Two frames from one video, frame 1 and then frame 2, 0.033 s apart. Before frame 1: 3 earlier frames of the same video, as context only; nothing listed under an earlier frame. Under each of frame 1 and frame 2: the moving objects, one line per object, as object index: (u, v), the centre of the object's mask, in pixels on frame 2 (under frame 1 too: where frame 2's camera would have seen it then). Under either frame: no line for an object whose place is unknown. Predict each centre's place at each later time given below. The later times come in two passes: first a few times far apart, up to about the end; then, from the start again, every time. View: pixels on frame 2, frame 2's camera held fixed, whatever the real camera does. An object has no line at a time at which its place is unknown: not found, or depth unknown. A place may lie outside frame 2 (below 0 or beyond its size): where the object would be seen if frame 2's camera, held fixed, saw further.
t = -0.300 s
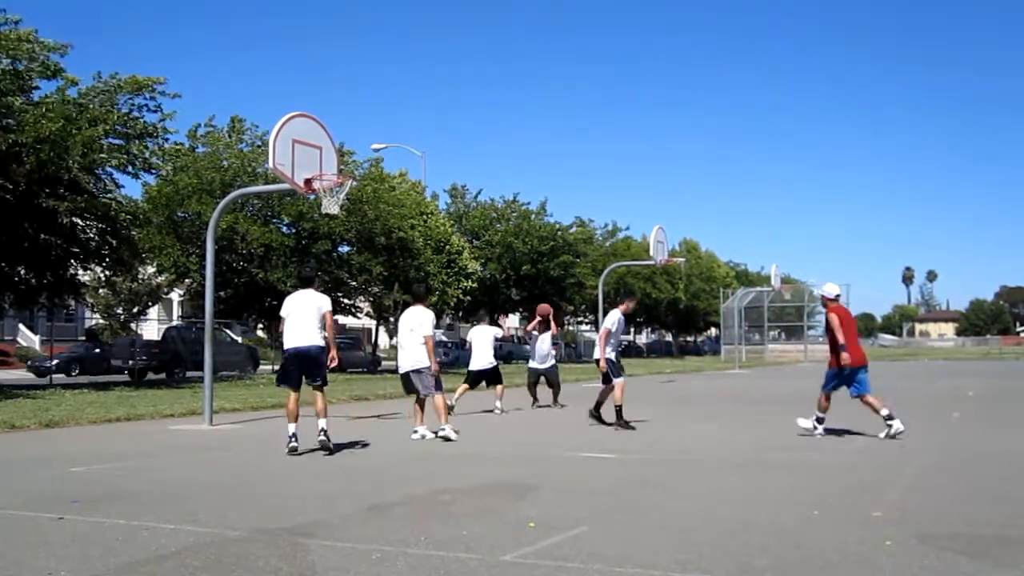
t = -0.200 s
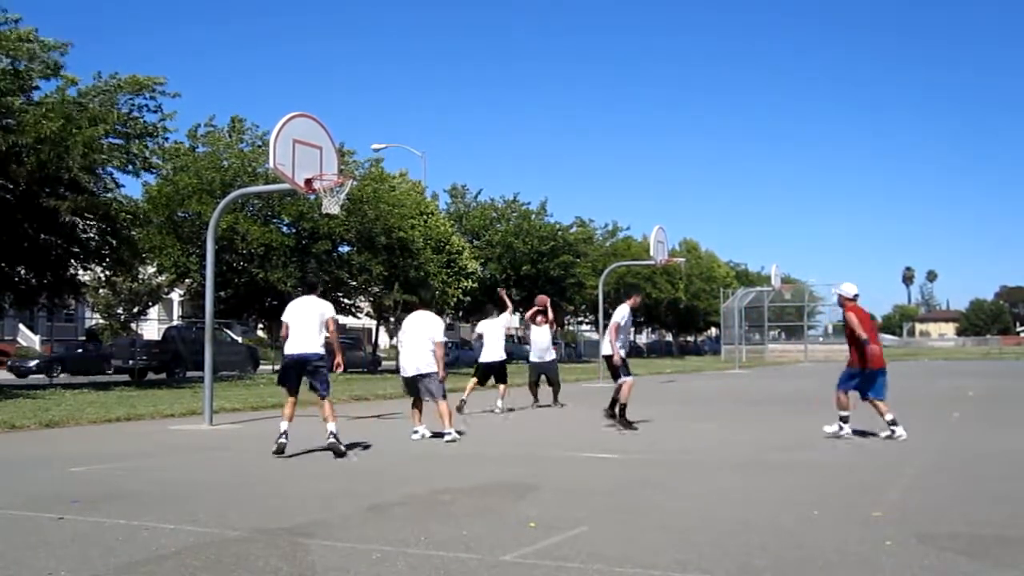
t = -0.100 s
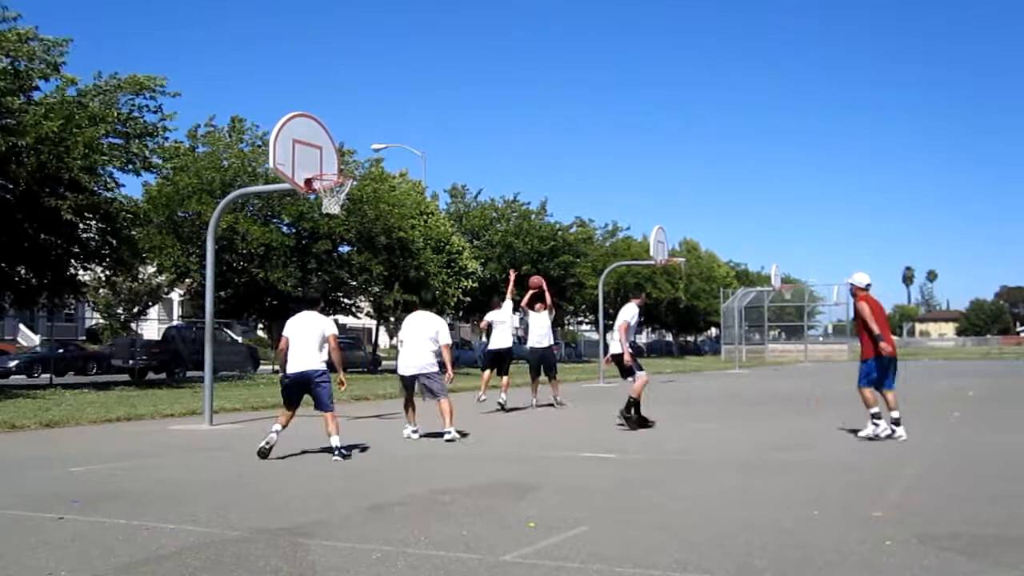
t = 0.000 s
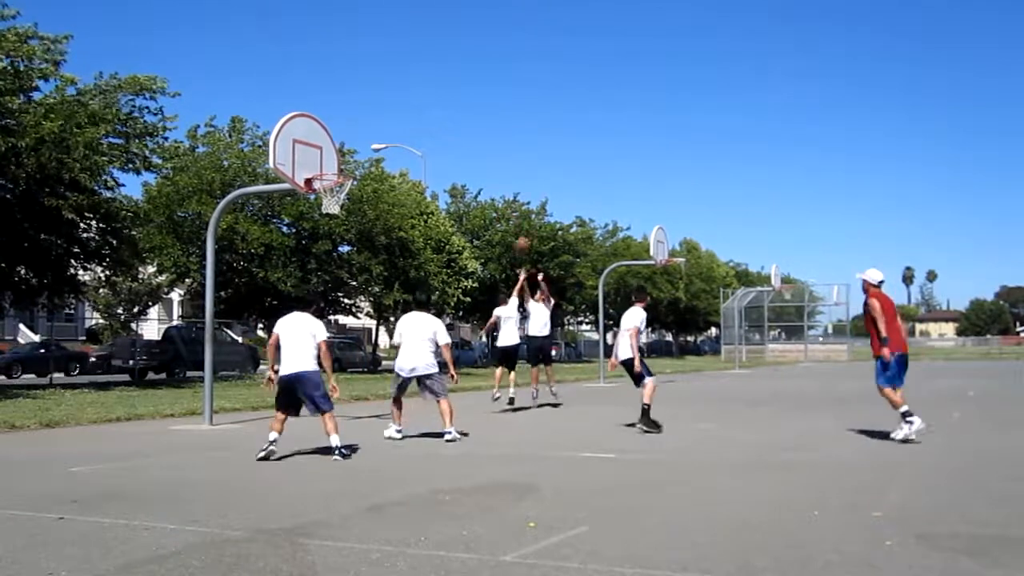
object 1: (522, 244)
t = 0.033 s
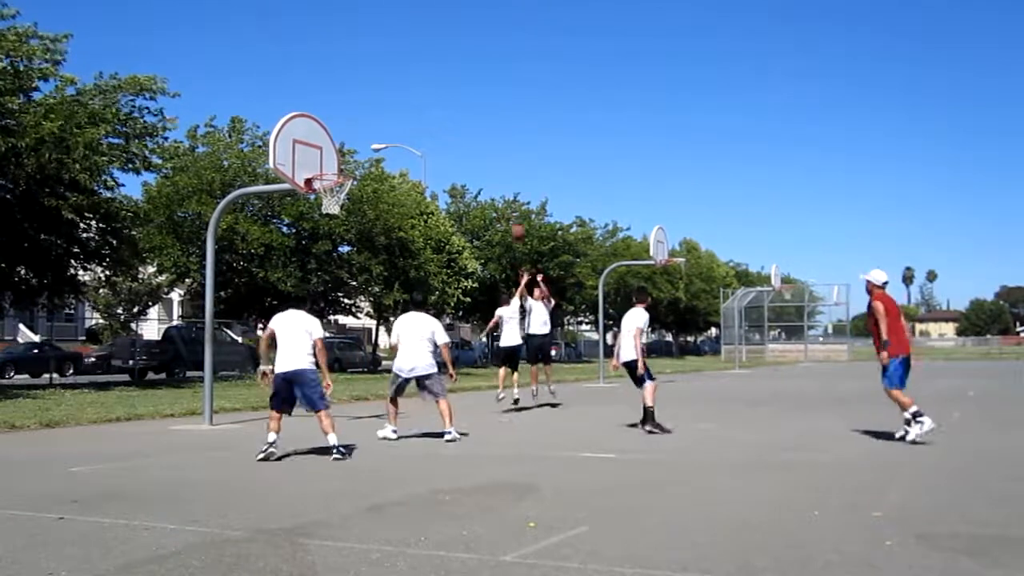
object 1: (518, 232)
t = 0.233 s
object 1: (484, 174)
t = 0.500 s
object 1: (435, 131)
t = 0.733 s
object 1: (386, 133)
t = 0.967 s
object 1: (331, 180)
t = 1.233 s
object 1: (320, 197)
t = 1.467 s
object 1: (324, 251)
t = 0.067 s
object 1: (510, 220)
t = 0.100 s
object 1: (506, 210)
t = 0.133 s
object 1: (501, 200)
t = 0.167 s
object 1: (496, 190)
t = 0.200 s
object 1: (490, 182)
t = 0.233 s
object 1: (484, 174)
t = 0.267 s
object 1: (478, 166)
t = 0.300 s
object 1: (472, 159)
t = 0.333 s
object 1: (466, 153)
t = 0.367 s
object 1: (460, 147)
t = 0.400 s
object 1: (454, 142)
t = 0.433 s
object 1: (448, 138)
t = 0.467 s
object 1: (442, 134)
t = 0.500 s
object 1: (435, 131)
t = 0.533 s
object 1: (428, 129)
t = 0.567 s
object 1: (422, 128)
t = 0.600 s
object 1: (415, 127)
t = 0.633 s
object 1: (408, 127)
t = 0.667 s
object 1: (401, 129)
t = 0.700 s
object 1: (394, 130)
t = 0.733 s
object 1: (386, 133)
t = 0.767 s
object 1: (379, 138)
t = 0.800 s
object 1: (371, 142)
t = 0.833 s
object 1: (363, 148)
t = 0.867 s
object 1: (354, 154)
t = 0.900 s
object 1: (347, 162)
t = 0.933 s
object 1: (340, 169)
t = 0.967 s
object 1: (331, 180)
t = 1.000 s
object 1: (325, 188)
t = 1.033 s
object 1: (322, 186)
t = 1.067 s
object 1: (318, 185)
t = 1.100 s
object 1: (317, 184)
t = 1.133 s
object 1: (318, 186)
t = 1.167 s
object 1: (317, 192)
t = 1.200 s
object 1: (319, 194)
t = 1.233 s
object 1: (320, 197)
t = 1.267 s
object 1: (322, 204)
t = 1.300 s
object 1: (322, 207)
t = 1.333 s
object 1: (323, 214)
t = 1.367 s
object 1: (323, 222)
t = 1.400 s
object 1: (324, 232)
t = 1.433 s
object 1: (324, 240)
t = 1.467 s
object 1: (324, 251)
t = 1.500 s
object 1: (325, 262)
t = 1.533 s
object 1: (327, 275)
